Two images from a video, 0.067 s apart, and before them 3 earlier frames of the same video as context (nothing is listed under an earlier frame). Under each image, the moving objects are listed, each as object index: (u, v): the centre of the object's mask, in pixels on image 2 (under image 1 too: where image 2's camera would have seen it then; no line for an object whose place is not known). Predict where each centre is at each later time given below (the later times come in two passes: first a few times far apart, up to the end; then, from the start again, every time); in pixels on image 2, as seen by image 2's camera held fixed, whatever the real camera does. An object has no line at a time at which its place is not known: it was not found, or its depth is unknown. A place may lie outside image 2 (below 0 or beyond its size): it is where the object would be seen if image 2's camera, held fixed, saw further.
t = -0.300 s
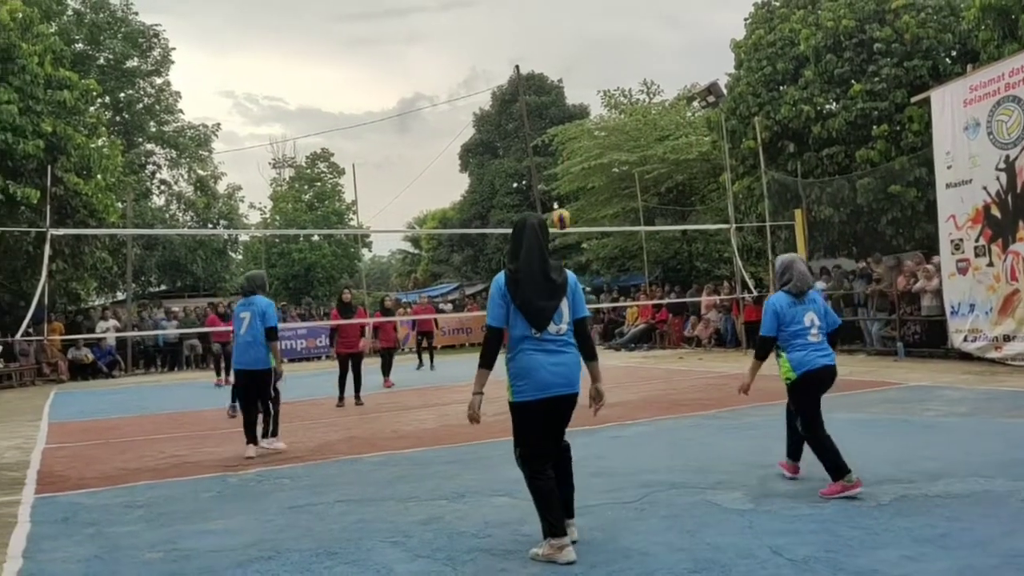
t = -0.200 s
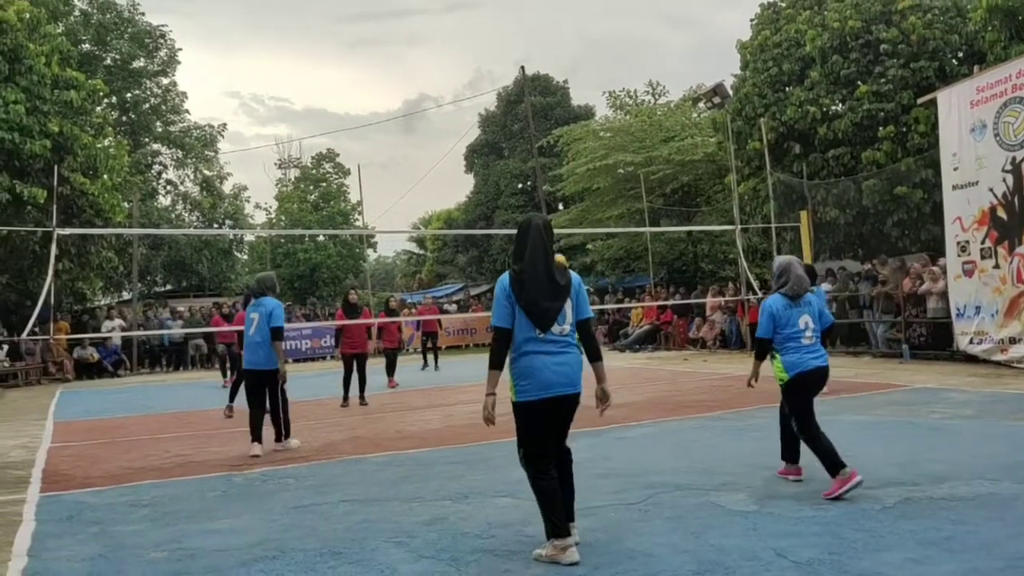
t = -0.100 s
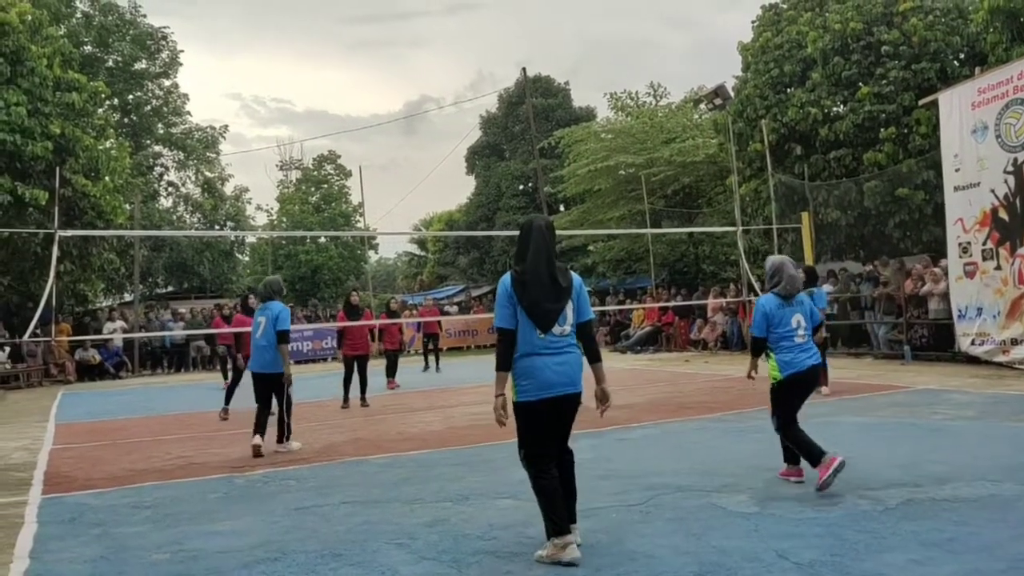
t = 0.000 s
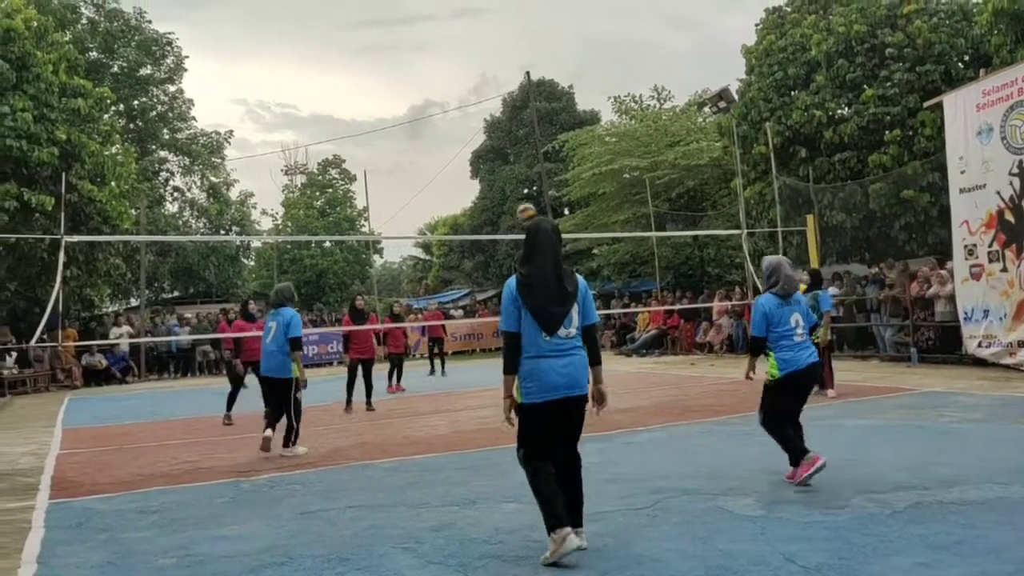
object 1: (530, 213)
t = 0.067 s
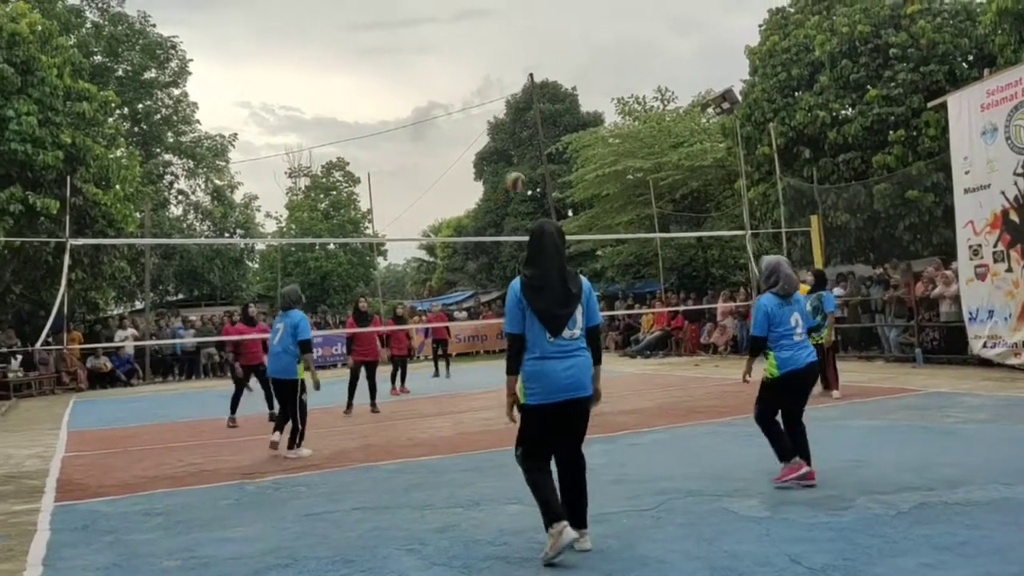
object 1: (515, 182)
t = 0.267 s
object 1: (473, 104)
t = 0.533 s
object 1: (419, 57)
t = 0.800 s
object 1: (370, 72)
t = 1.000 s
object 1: (336, 128)
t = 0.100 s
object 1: (508, 166)
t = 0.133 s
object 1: (501, 152)
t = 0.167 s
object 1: (494, 138)
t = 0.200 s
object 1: (487, 127)
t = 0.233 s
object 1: (480, 115)
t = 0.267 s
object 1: (473, 104)
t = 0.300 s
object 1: (466, 95)
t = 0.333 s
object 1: (459, 87)
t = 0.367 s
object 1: (452, 79)
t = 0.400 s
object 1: (445, 72)
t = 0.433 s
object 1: (438, 67)
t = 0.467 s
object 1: (432, 63)
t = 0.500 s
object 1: (425, 59)
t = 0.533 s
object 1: (419, 57)
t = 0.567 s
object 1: (413, 55)
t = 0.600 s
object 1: (407, 55)
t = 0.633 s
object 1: (400, 55)
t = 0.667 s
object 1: (394, 56)
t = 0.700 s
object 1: (388, 59)
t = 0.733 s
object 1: (382, 62)
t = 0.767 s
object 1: (376, 67)
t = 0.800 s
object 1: (370, 72)
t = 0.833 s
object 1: (364, 79)
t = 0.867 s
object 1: (358, 87)
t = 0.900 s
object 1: (352, 95)
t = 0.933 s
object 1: (347, 105)
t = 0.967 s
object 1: (341, 116)
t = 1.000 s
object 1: (336, 128)
